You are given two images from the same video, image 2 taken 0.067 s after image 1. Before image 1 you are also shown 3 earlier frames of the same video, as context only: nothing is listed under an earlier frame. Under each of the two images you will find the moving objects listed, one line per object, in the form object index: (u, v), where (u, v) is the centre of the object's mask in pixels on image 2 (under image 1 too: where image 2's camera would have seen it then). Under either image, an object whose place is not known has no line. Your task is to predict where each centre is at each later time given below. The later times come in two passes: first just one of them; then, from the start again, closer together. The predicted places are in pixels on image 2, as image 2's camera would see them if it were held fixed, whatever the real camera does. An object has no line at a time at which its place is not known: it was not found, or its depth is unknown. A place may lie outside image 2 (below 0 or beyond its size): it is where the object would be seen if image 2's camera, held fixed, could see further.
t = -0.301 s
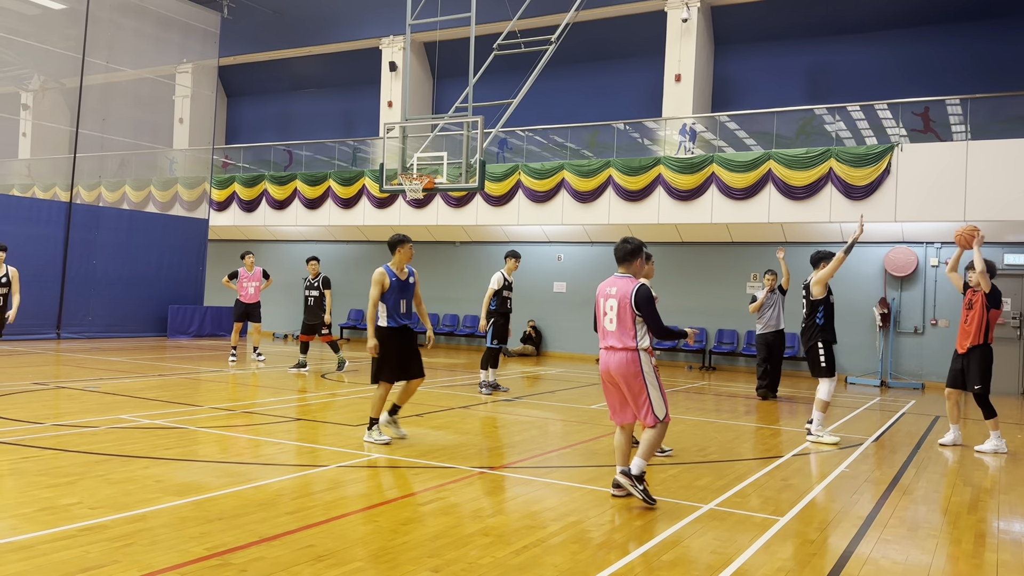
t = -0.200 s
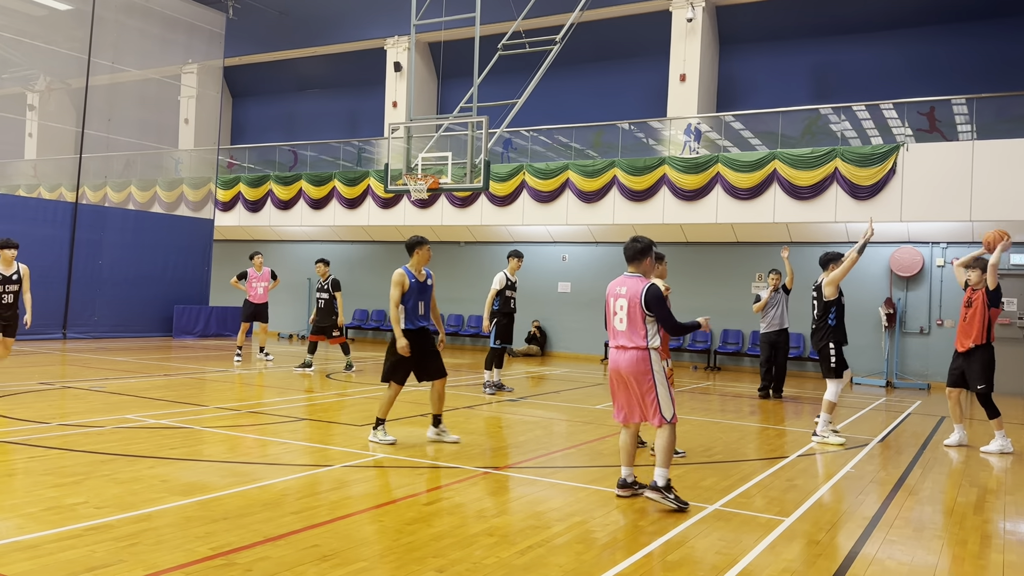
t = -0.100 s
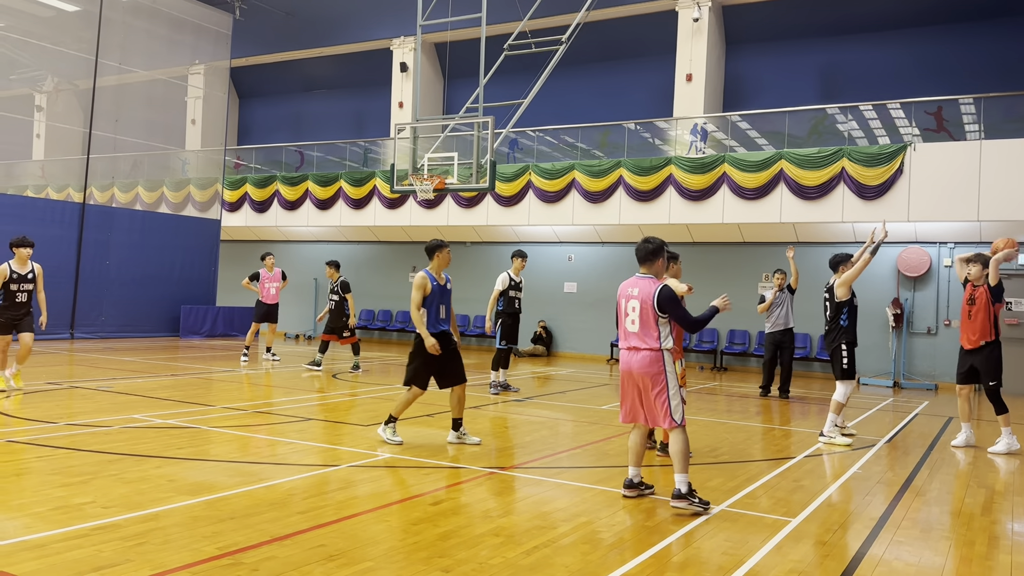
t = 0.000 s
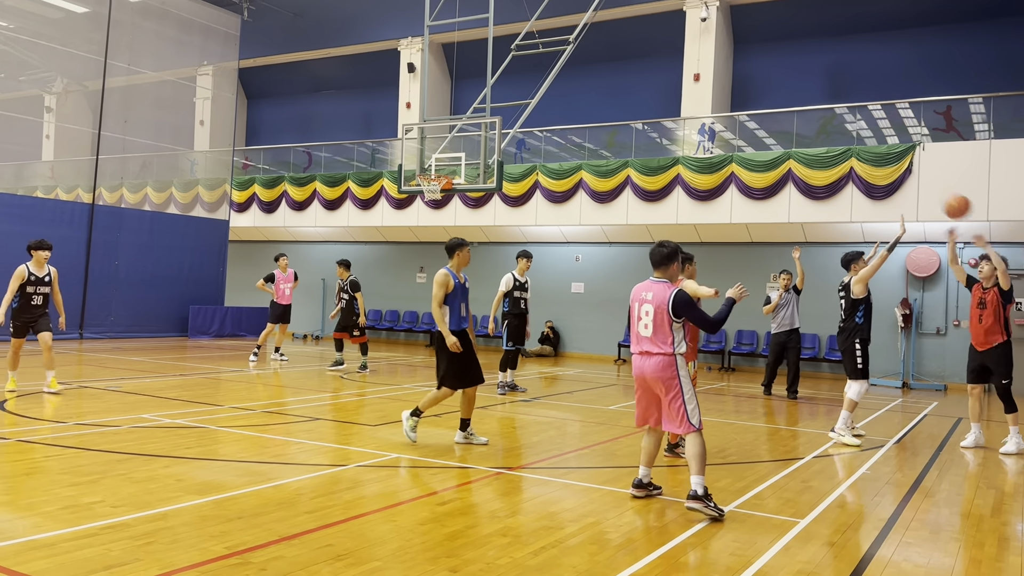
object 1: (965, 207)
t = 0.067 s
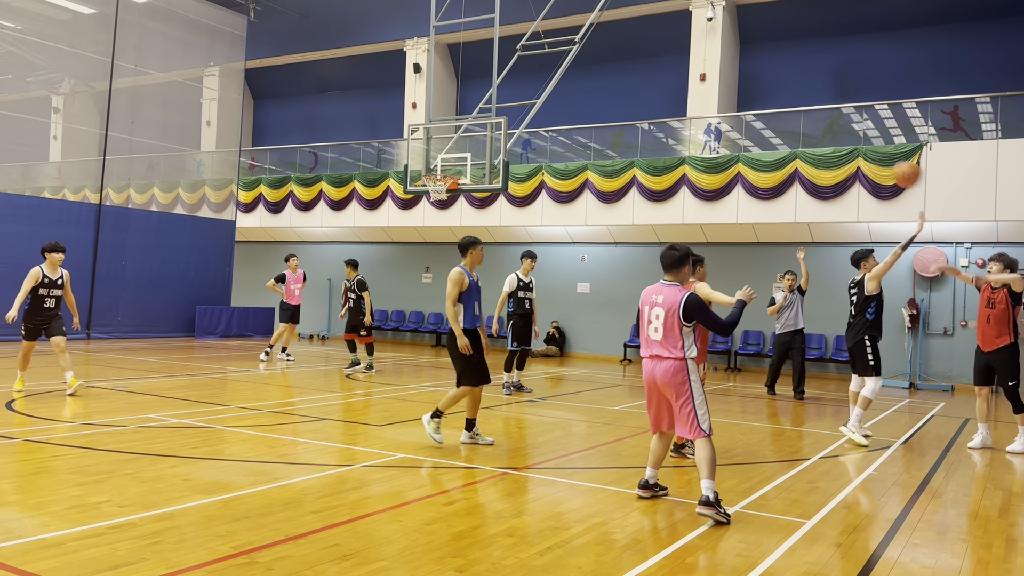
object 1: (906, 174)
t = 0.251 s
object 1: (738, 107)
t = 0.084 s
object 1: (892, 166)
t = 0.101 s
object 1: (878, 158)
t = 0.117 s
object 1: (862, 152)
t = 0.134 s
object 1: (848, 146)
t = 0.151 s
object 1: (832, 139)
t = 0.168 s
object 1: (818, 134)
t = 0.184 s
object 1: (802, 128)
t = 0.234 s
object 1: (753, 112)
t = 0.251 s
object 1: (738, 107)
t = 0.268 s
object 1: (725, 104)
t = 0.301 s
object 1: (689, 96)
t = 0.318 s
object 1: (674, 93)
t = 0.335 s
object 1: (657, 90)
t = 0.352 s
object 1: (640, 87)
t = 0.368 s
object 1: (623, 84)
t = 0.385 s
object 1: (607, 82)
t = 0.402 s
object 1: (590, 81)
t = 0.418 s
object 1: (573, 79)
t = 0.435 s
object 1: (555, 78)
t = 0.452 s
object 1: (539, 77)
